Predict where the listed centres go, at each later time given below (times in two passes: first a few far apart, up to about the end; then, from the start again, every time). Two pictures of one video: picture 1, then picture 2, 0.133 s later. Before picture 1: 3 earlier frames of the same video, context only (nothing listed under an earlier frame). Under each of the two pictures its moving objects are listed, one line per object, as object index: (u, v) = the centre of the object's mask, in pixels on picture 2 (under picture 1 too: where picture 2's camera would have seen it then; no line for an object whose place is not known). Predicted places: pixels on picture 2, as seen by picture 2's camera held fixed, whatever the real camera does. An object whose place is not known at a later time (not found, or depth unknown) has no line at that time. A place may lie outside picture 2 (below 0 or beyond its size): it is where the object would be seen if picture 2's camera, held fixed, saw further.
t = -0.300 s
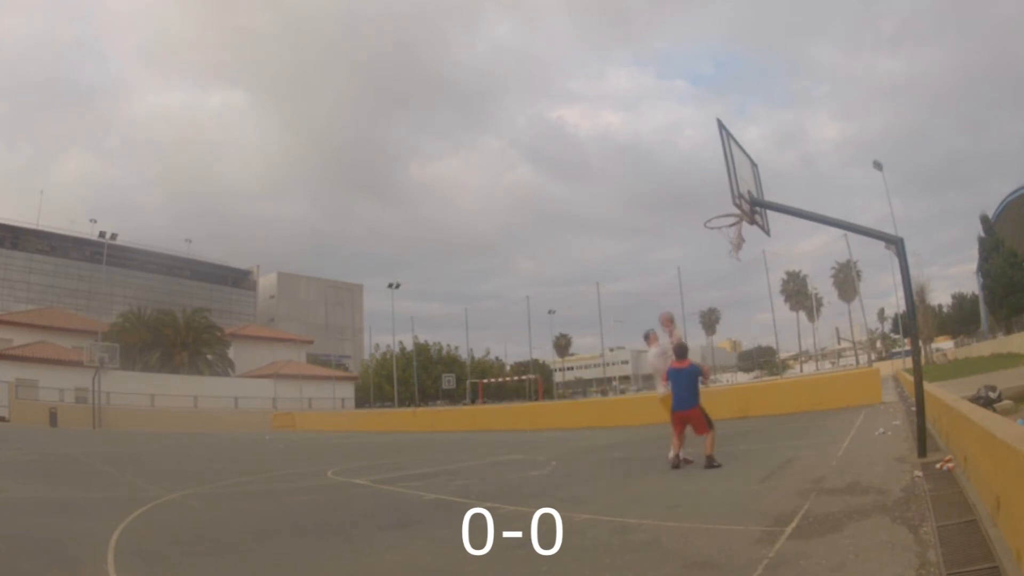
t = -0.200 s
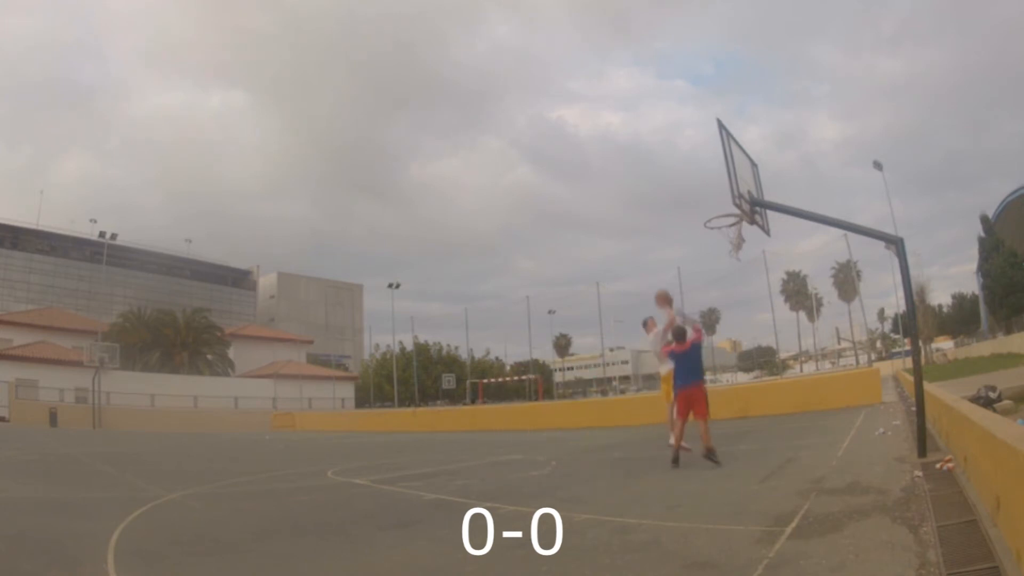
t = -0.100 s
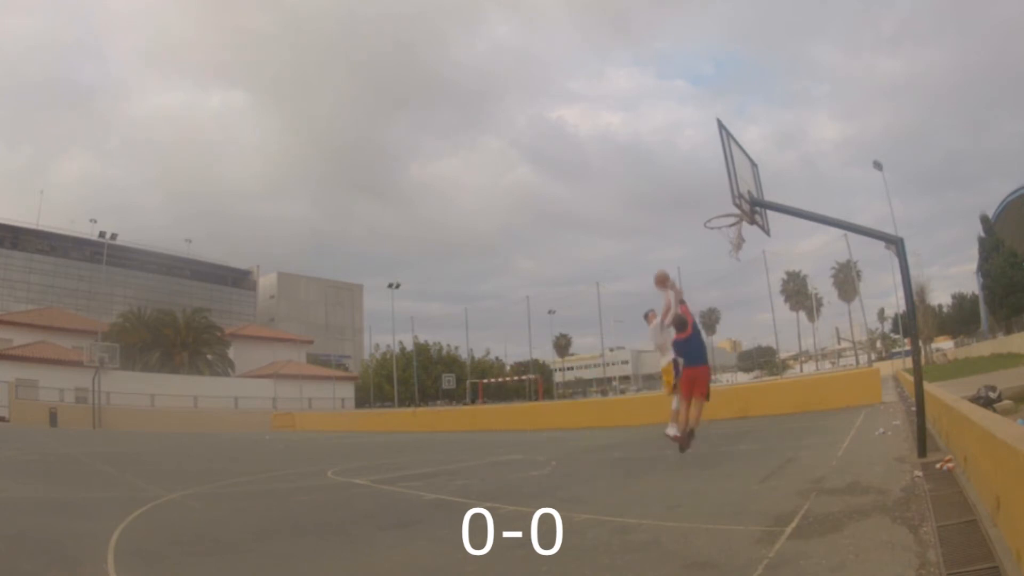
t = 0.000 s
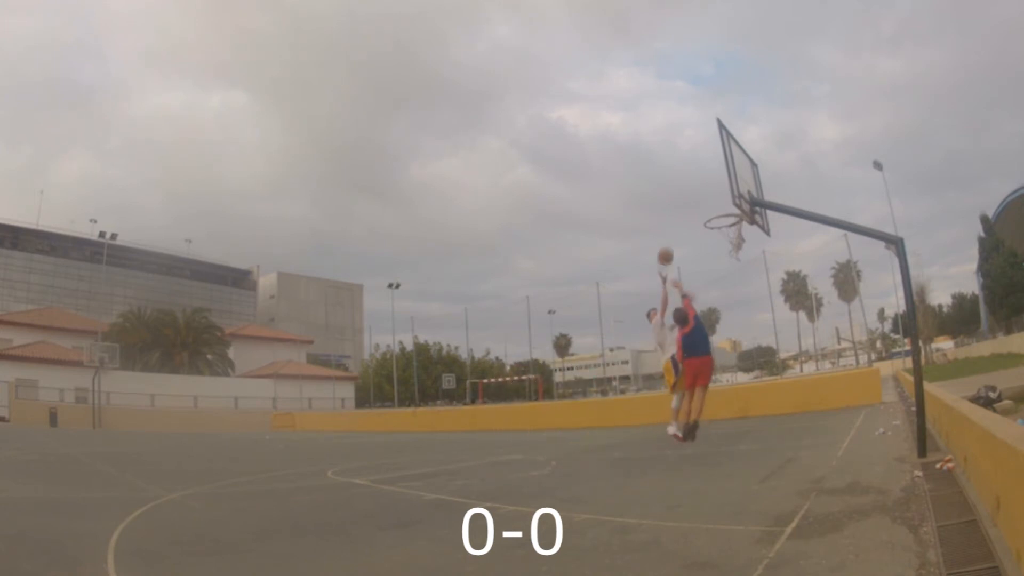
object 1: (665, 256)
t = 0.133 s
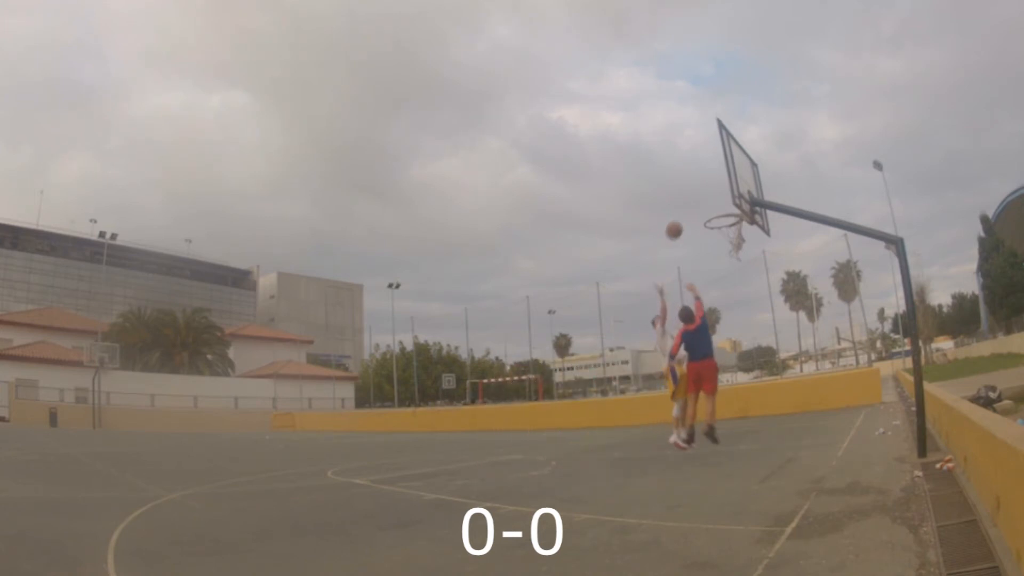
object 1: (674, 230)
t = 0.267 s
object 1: (684, 215)
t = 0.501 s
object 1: (709, 217)
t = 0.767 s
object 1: (734, 244)
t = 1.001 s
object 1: (739, 292)
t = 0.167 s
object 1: (676, 225)
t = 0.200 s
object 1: (679, 221)
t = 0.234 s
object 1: (682, 217)
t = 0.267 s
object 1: (684, 215)
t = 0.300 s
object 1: (687, 213)
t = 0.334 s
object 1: (690, 212)
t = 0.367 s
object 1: (693, 211)
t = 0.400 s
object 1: (697, 211)
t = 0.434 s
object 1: (700, 212)
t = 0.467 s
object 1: (705, 214)
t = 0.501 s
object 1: (709, 217)
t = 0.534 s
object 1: (712, 218)
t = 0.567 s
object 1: (716, 219)
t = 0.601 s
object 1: (721, 222)
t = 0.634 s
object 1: (725, 225)
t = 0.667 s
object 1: (727, 229)
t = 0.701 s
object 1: (729, 234)
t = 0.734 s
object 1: (733, 240)
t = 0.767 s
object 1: (734, 244)
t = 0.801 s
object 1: (734, 249)
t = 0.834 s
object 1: (735, 255)
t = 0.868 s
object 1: (735, 260)
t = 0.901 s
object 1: (736, 268)
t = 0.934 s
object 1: (737, 275)
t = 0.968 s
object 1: (738, 283)
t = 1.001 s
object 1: (739, 292)
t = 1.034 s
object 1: (740, 303)
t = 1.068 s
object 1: (741, 313)
